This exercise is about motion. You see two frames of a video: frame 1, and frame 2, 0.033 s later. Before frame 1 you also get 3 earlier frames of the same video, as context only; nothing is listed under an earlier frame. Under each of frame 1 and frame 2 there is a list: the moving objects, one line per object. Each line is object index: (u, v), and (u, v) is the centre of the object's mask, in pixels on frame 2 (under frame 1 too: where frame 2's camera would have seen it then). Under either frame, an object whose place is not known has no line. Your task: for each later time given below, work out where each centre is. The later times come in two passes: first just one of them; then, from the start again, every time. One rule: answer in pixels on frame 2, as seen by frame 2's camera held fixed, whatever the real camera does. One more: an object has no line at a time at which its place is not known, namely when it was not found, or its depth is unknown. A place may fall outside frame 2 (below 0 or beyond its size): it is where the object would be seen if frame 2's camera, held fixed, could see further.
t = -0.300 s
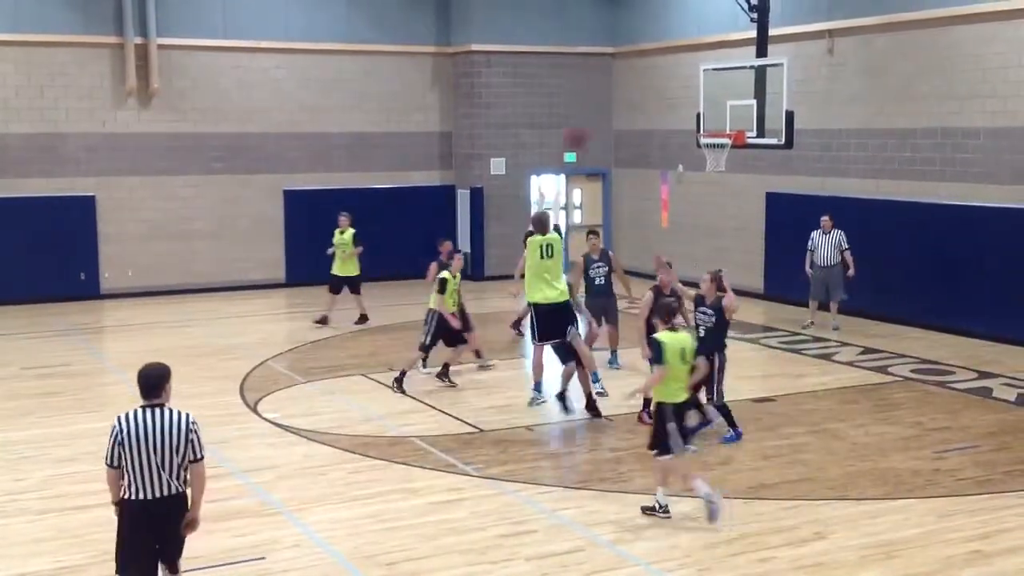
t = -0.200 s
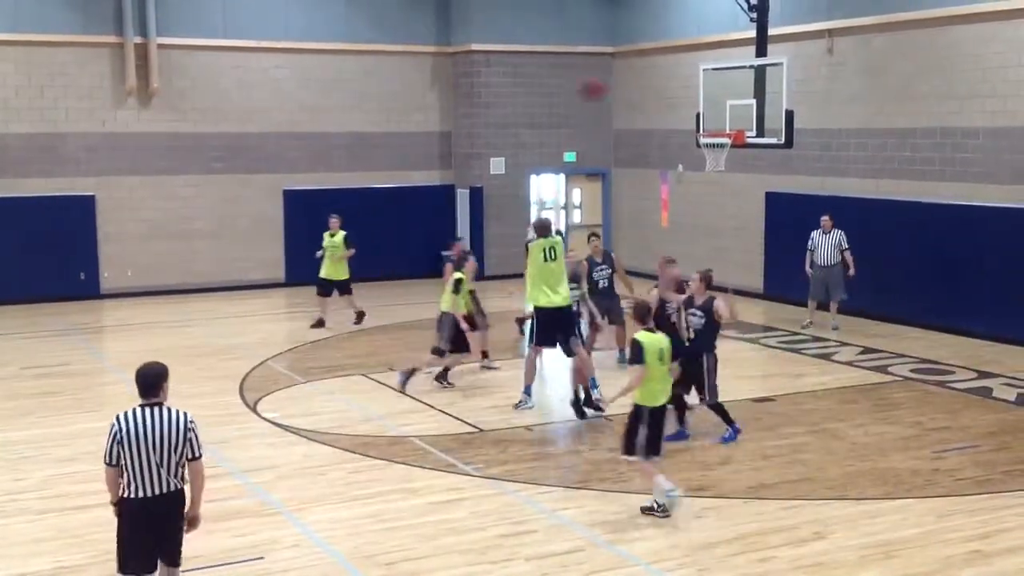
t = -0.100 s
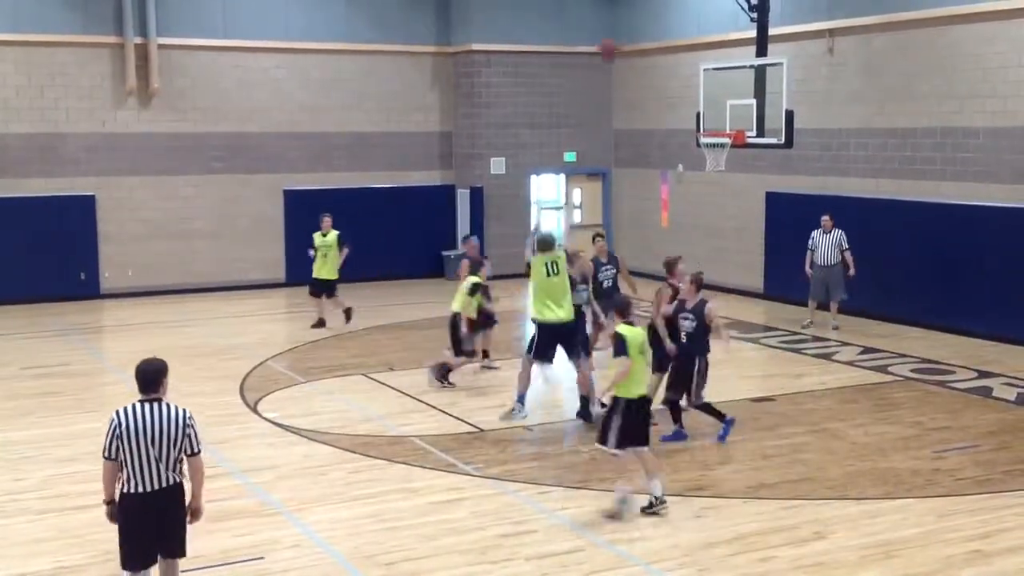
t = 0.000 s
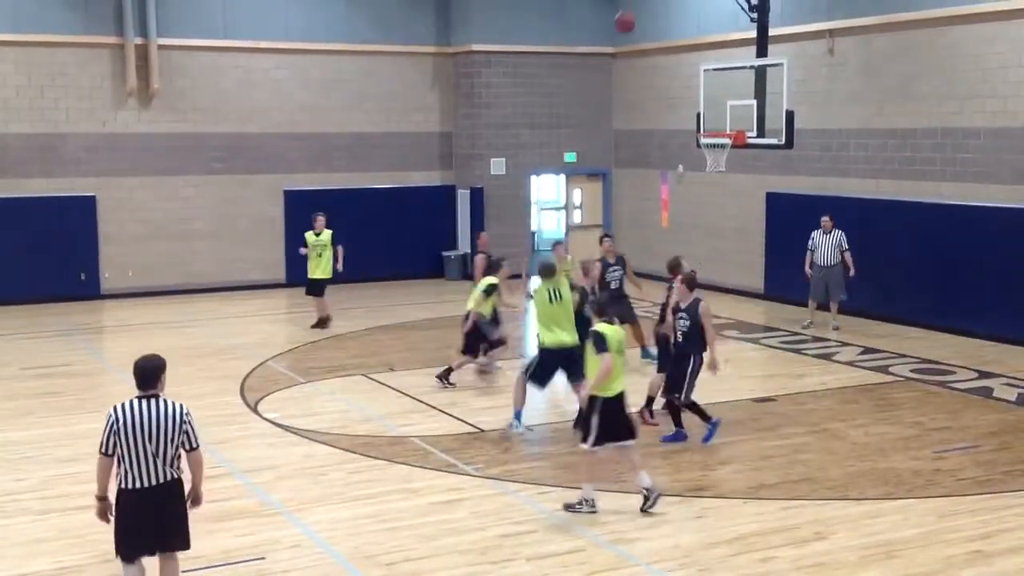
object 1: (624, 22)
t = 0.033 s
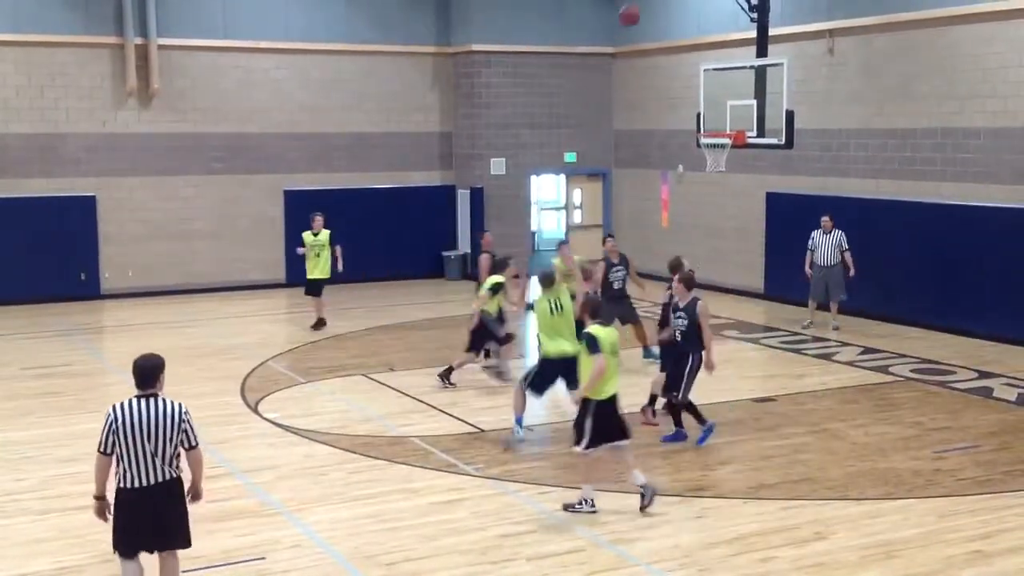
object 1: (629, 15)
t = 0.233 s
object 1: (657, 2)
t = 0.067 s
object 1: (634, 10)
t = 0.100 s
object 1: (639, 7)
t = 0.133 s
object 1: (644, 5)
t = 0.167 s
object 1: (649, 4)
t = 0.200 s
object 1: (653, 3)
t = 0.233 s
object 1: (657, 2)
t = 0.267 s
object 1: (662, 3)
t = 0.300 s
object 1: (666, 3)
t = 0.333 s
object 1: (671, 4)
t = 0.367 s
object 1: (676, 6)
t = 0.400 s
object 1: (680, 9)
